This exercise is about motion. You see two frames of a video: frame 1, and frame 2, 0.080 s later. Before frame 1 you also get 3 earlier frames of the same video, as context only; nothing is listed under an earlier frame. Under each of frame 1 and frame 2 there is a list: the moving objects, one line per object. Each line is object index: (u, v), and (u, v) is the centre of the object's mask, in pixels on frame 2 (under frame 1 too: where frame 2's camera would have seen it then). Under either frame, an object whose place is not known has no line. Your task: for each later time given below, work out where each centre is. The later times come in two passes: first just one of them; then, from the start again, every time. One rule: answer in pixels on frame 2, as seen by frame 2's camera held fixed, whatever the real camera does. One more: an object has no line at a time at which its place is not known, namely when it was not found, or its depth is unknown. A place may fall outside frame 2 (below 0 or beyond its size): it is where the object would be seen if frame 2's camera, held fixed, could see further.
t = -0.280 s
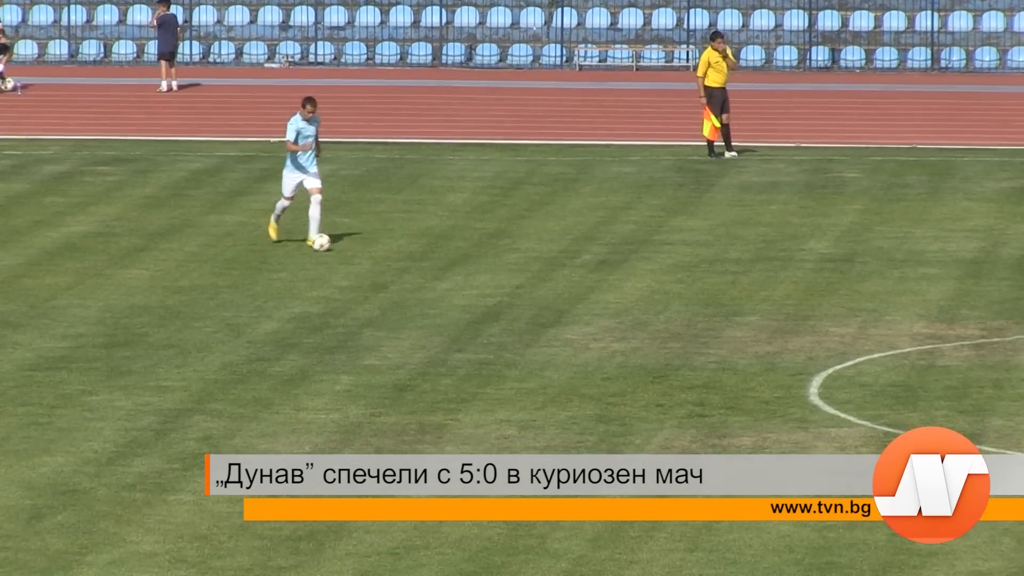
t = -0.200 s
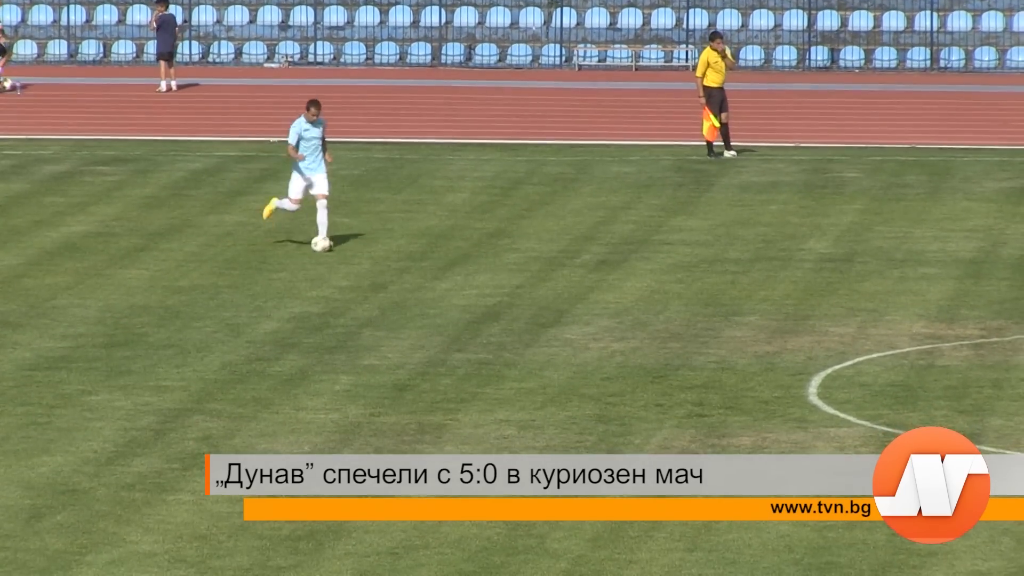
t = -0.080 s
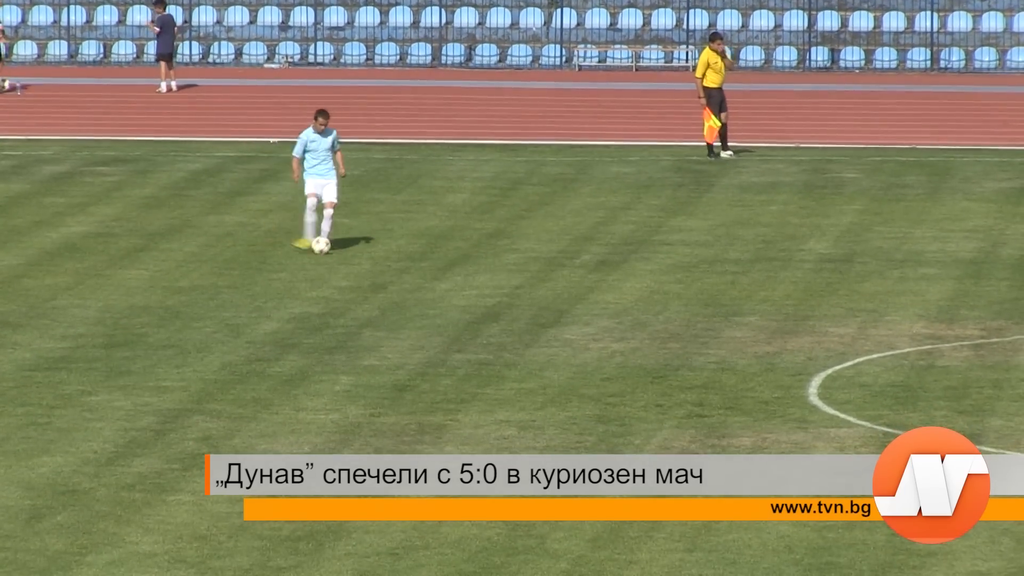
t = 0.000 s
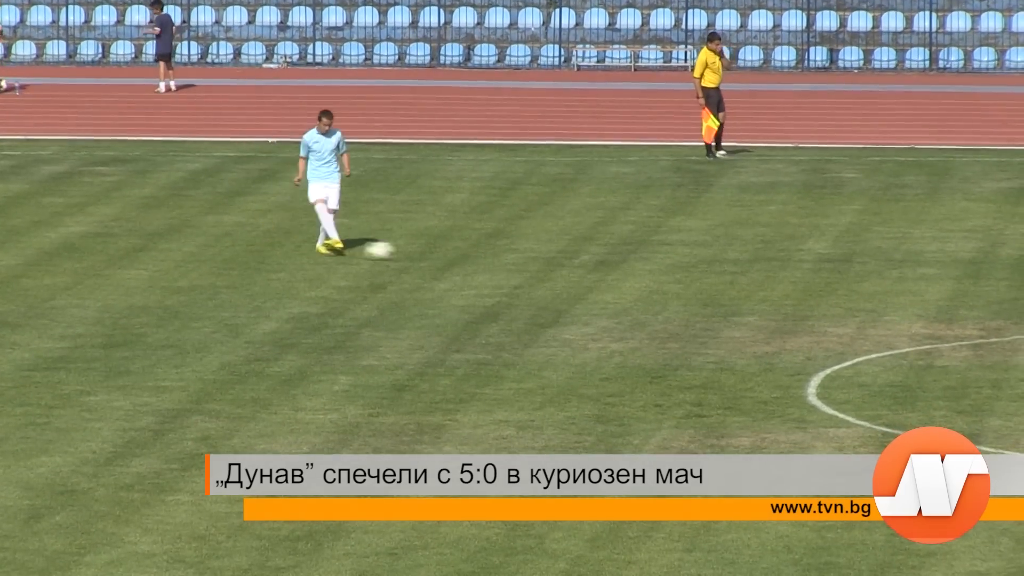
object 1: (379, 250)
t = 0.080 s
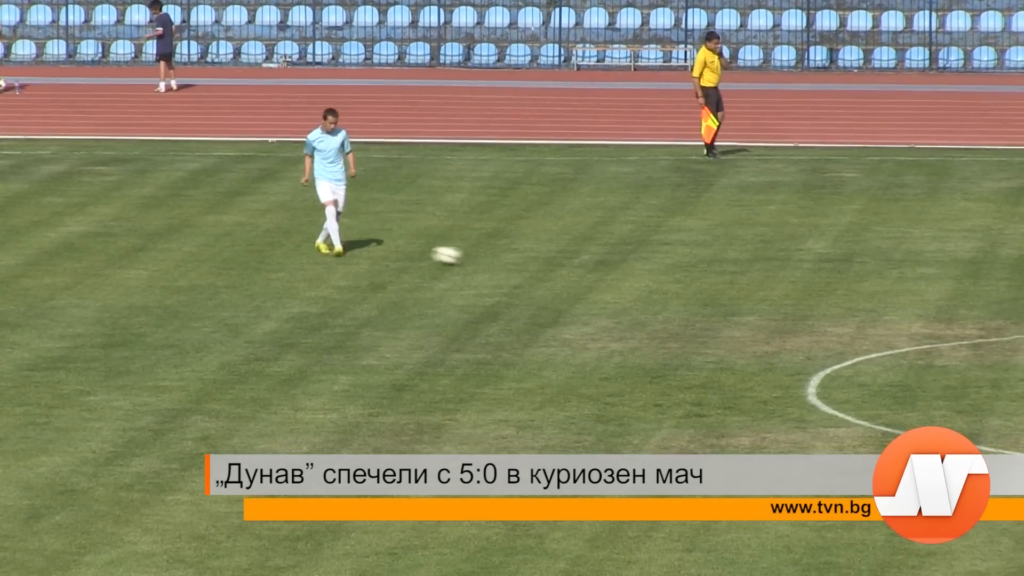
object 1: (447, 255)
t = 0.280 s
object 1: (603, 268)
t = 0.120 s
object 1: (480, 259)
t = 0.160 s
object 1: (513, 263)
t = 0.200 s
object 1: (543, 264)
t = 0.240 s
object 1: (574, 265)
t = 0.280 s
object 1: (603, 268)
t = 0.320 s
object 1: (632, 272)
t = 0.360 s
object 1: (662, 276)
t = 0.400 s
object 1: (688, 277)
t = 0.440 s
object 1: (713, 278)
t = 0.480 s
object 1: (739, 280)
